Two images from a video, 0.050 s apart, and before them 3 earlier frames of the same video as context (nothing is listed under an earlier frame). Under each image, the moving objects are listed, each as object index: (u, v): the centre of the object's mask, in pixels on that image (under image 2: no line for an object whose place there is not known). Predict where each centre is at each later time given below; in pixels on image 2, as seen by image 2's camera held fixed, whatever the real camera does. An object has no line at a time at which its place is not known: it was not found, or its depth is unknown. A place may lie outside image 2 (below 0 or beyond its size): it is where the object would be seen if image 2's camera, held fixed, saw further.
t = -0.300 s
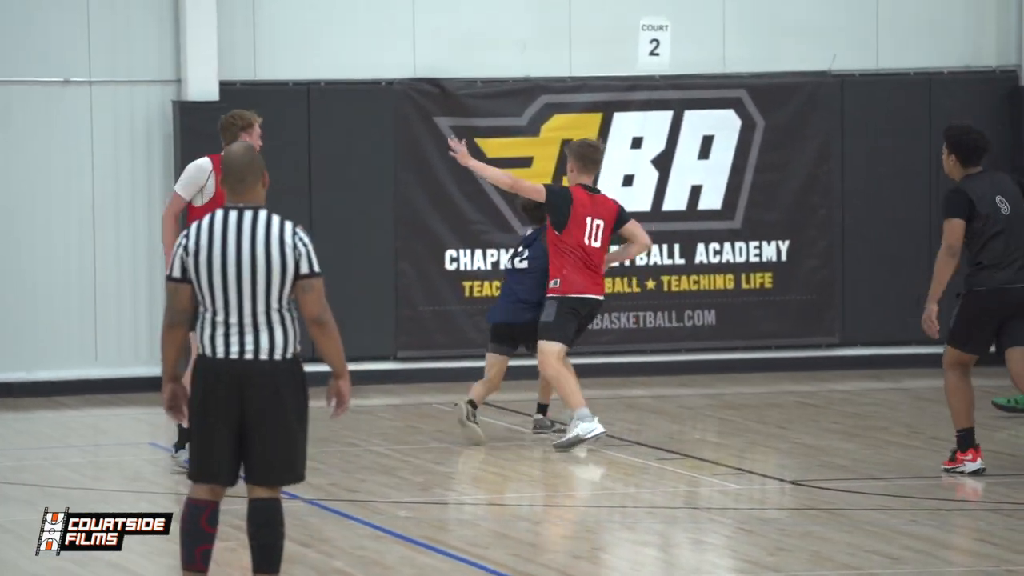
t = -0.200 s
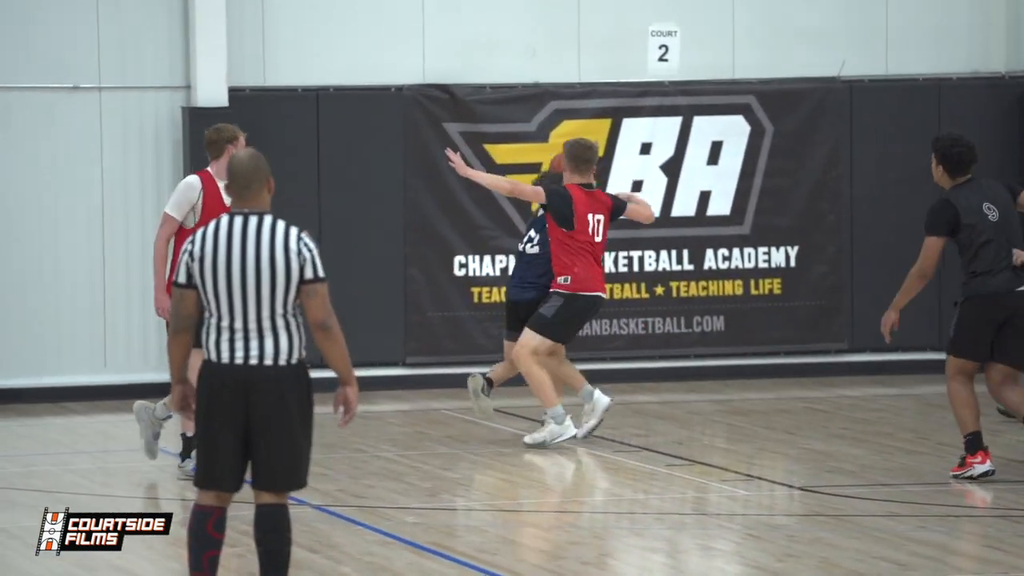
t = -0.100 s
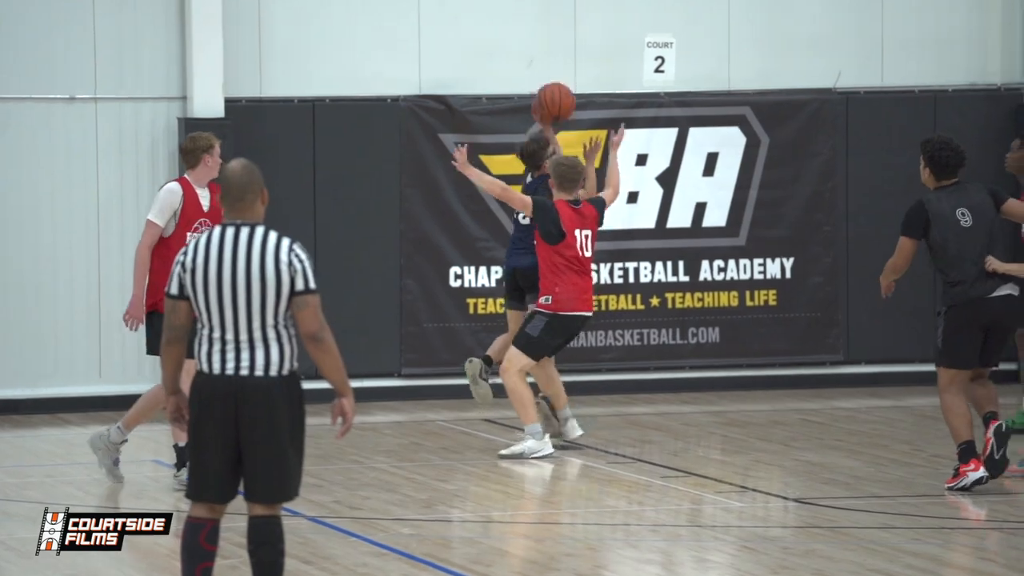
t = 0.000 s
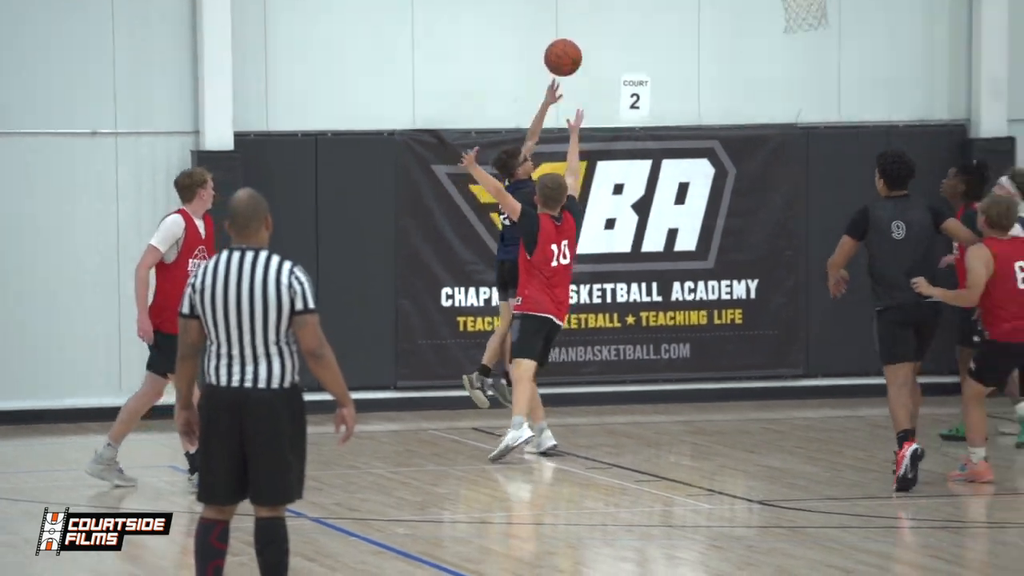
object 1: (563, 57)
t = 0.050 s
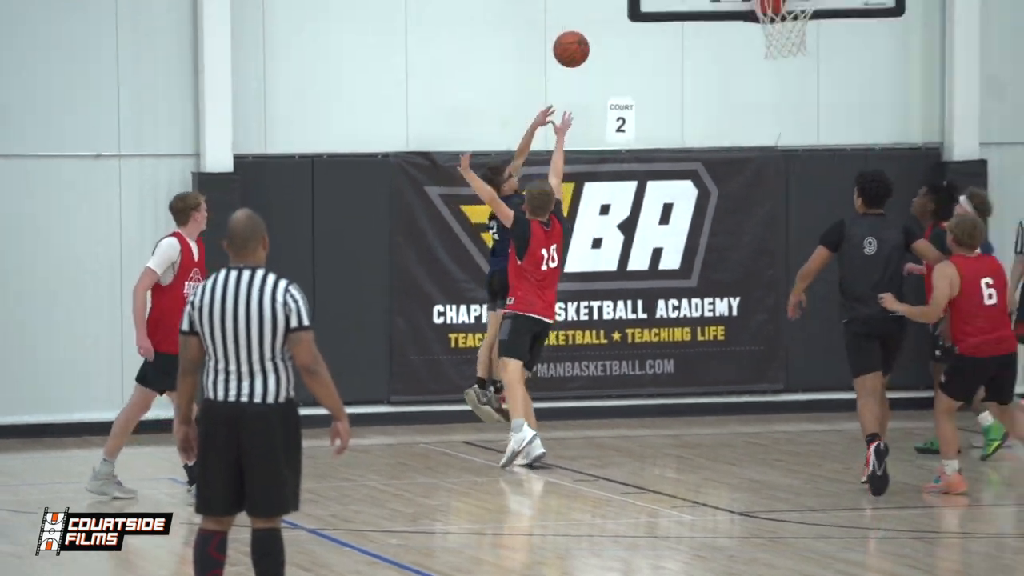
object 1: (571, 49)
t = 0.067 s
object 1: (578, 38)
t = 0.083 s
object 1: (584, 29)
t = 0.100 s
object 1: (591, 20)
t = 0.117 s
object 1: (597, 10)
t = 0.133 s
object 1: (603, 1)
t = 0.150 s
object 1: (610, -7)
